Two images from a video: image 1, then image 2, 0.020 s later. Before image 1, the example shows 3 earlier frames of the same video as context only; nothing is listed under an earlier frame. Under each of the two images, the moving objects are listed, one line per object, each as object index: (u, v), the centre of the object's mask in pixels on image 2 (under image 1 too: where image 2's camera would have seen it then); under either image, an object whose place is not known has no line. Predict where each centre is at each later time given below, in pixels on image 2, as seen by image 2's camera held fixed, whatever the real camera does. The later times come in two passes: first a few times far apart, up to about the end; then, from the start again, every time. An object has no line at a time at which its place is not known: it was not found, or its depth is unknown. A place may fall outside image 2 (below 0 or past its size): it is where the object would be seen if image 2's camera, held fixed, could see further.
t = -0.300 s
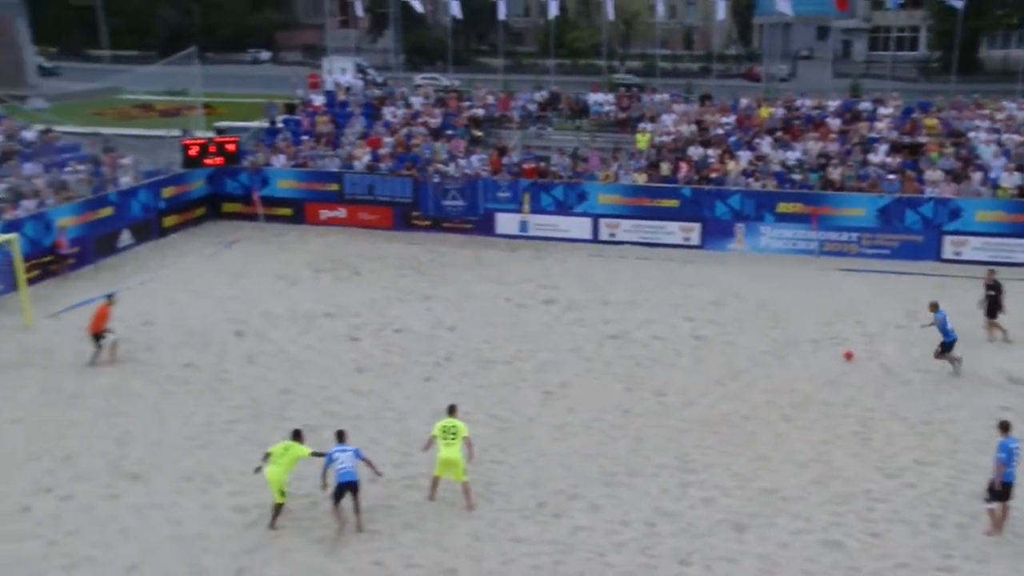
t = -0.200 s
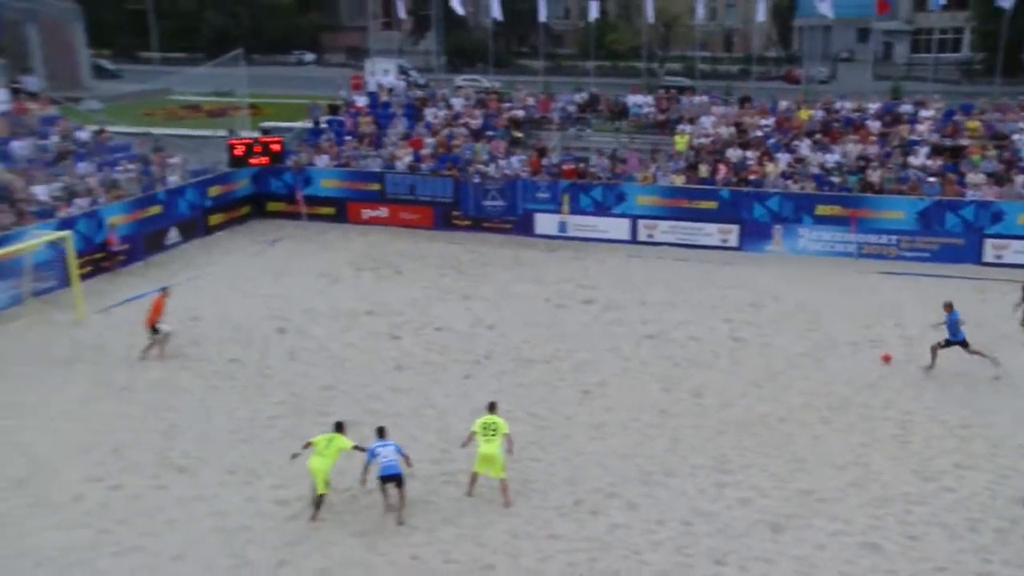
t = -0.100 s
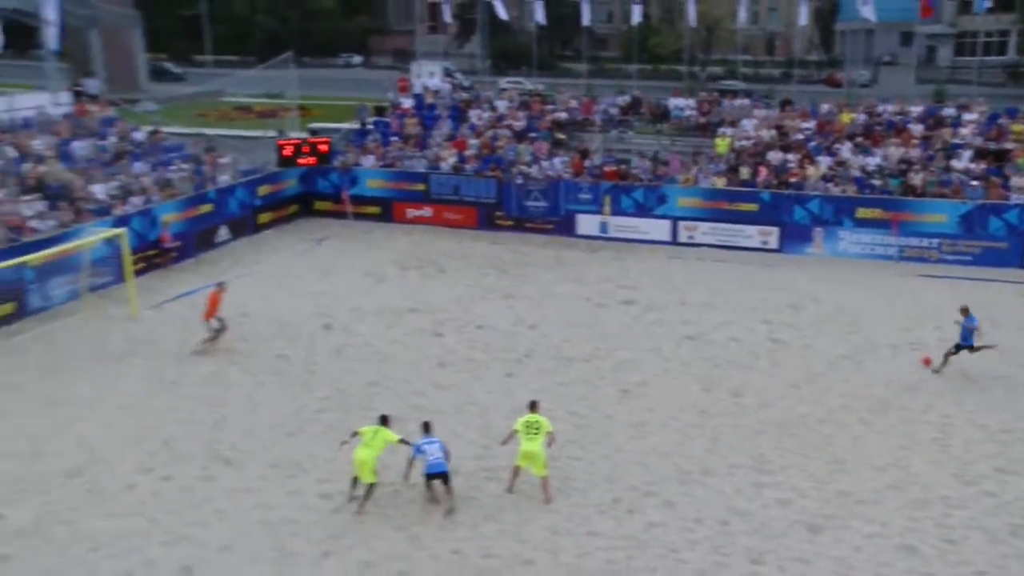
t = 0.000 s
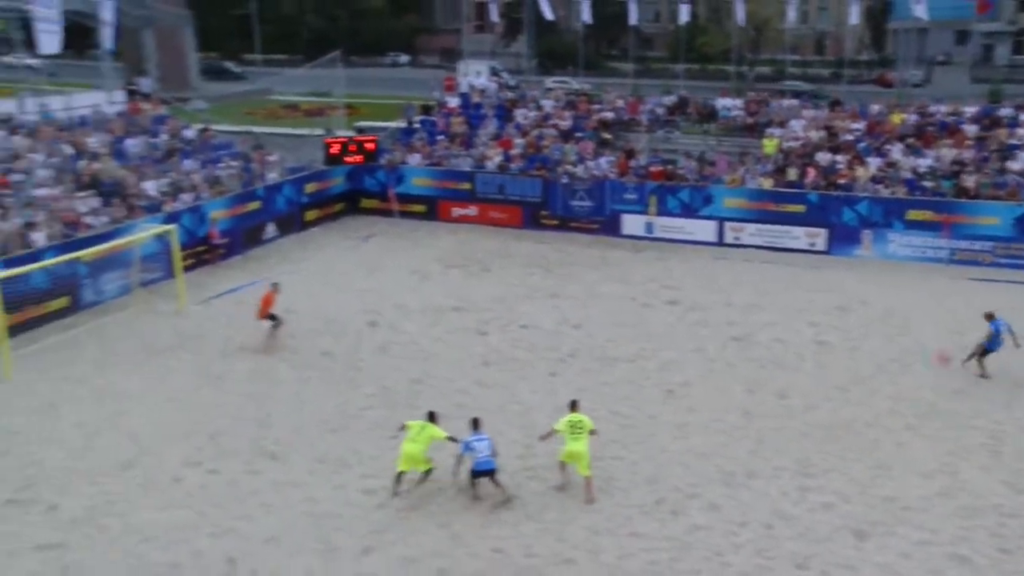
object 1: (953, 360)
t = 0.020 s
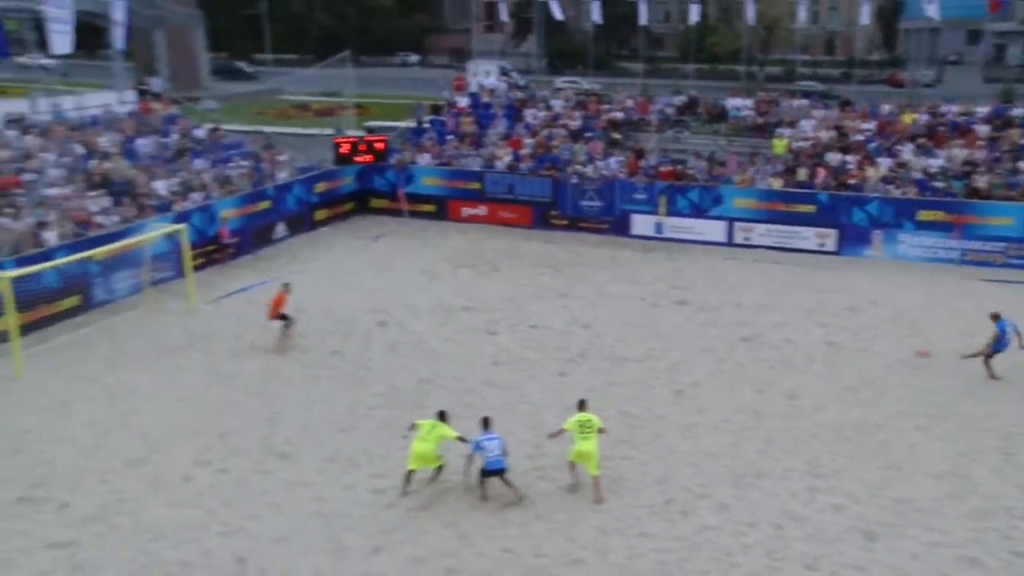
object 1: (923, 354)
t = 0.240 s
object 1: (633, 304)
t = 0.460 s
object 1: (393, 280)
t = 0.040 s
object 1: (894, 348)
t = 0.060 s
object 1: (867, 342)
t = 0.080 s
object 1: (838, 337)
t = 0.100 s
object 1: (810, 332)
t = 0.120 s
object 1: (784, 327)
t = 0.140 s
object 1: (757, 324)
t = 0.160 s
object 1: (732, 320)
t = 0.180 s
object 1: (706, 315)
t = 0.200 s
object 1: (682, 310)
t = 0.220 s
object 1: (657, 308)
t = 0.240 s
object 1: (633, 304)
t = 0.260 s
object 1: (610, 301)
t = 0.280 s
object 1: (586, 299)
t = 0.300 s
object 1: (565, 296)
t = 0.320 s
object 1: (542, 294)
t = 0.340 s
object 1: (520, 292)
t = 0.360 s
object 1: (498, 289)
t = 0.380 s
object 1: (477, 288)
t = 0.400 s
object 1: (455, 286)
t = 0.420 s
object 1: (435, 284)
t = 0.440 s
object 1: (414, 282)
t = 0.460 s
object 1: (393, 280)
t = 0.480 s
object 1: (373, 280)
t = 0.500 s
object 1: (353, 279)
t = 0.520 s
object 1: (333, 277)
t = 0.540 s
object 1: (313, 277)
